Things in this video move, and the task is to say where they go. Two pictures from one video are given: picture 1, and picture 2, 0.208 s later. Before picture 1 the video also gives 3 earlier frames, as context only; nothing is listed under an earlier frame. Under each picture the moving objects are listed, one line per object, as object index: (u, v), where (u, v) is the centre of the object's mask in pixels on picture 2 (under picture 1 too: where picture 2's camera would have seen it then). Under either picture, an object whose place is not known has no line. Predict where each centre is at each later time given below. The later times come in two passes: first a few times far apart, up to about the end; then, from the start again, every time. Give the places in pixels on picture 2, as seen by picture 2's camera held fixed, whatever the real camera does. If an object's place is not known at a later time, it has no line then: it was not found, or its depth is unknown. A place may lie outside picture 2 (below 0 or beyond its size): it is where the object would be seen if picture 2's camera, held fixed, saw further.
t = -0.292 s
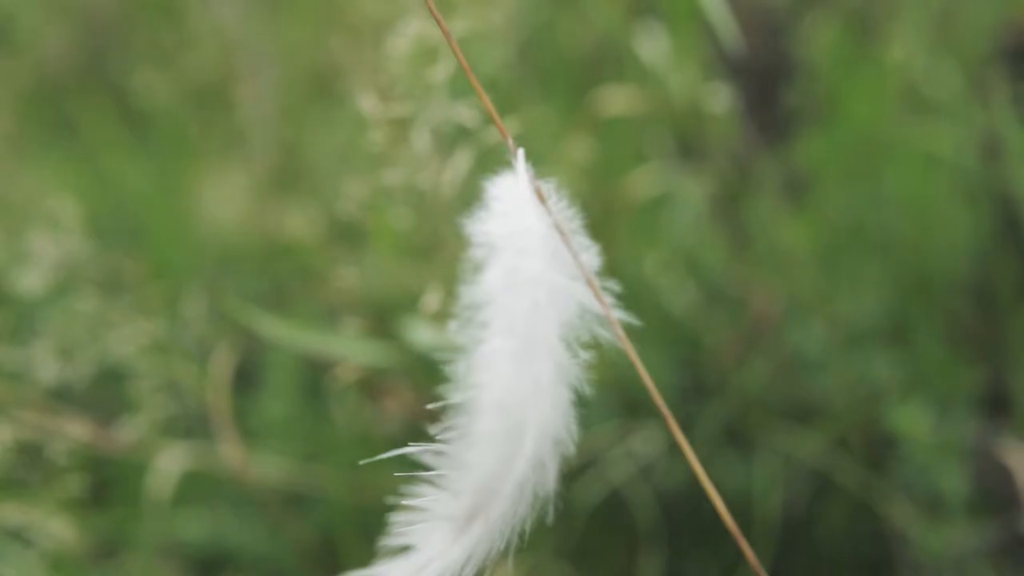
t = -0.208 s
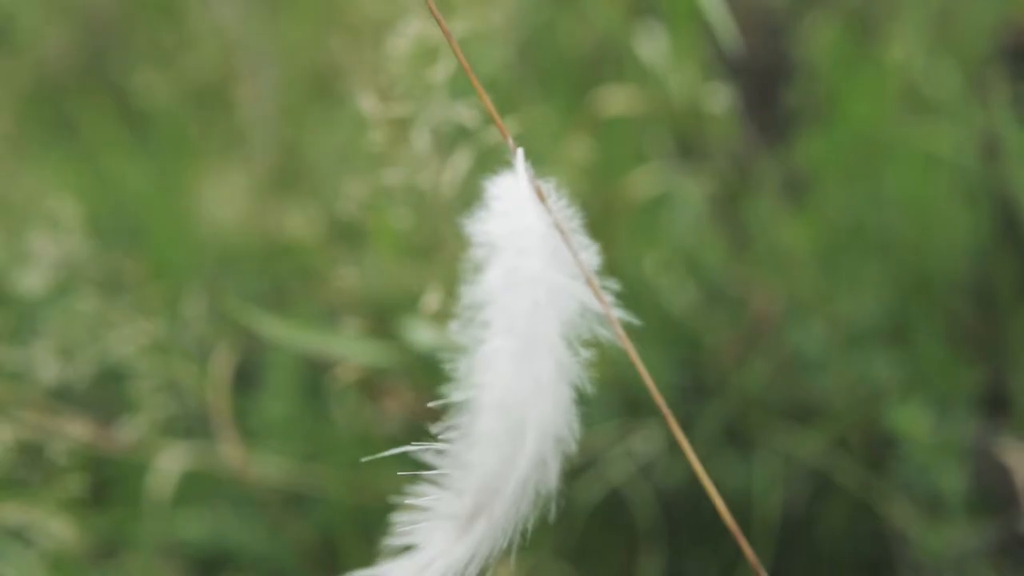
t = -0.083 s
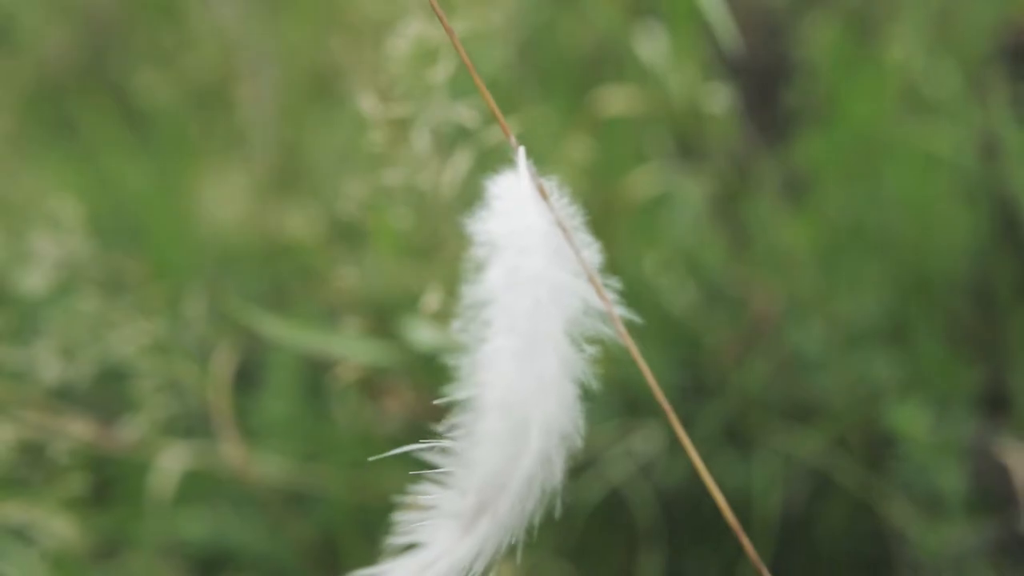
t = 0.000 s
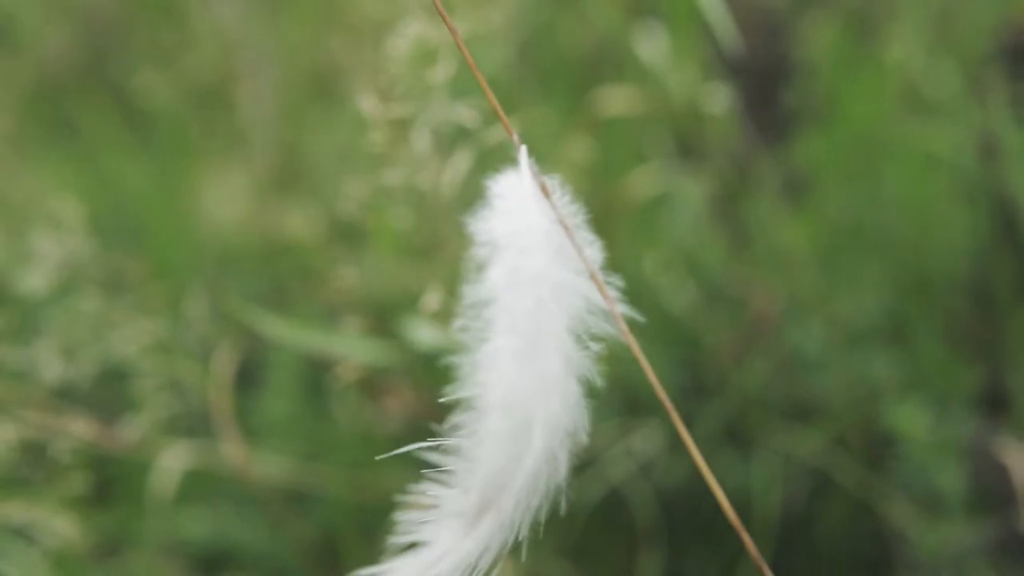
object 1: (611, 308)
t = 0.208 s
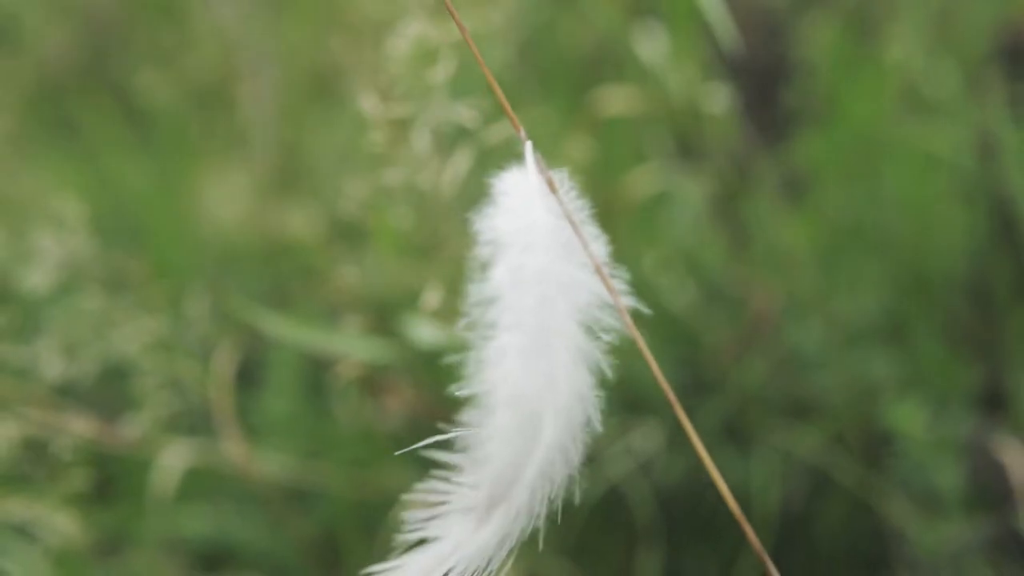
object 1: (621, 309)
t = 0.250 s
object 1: (624, 311)
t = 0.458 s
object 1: (630, 310)
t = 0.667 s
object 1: (631, 308)
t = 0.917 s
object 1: (631, 305)
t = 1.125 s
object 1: (632, 304)
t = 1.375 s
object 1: (628, 303)
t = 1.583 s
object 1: (626, 298)
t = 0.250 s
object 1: (624, 311)
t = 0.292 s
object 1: (623, 309)
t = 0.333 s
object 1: (625, 310)
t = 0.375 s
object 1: (627, 310)
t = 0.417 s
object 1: (628, 310)
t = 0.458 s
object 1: (630, 310)
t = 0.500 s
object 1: (629, 309)
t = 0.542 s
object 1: (630, 310)
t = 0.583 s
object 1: (630, 308)
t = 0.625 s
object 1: (630, 307)
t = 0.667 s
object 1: (631, 308)
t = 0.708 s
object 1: (631, 305)
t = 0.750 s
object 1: (631, 305)
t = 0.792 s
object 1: (631, 304)
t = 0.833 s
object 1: (631, 304)
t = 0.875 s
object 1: (631, 305)
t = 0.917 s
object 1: (631, 305)
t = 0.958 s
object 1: (634, 305)
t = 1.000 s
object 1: (633, 303)
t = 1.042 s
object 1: (633, 304)
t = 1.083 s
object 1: (632, 304)
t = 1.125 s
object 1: (632, 304)
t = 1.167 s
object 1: (632, 304)
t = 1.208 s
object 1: (631, 303)
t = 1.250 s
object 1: (630, 302)
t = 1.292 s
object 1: (629, 302)
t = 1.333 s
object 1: (628, 303)
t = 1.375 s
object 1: (628, 303)
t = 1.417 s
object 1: (627, 301)
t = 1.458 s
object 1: (627, 300)
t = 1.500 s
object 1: (626, 299)
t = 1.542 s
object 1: (626, 298)
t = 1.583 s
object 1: (626, 298)
